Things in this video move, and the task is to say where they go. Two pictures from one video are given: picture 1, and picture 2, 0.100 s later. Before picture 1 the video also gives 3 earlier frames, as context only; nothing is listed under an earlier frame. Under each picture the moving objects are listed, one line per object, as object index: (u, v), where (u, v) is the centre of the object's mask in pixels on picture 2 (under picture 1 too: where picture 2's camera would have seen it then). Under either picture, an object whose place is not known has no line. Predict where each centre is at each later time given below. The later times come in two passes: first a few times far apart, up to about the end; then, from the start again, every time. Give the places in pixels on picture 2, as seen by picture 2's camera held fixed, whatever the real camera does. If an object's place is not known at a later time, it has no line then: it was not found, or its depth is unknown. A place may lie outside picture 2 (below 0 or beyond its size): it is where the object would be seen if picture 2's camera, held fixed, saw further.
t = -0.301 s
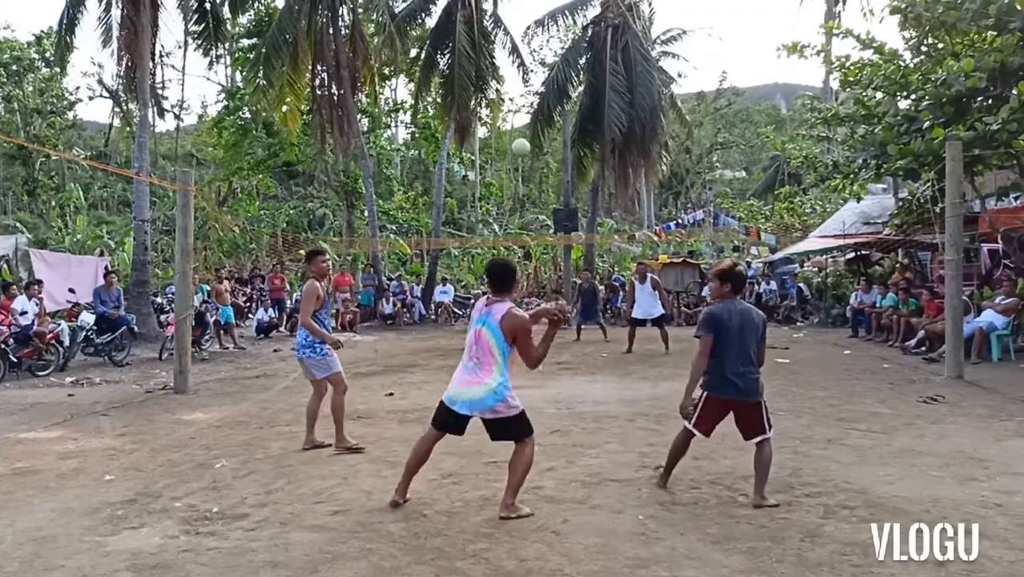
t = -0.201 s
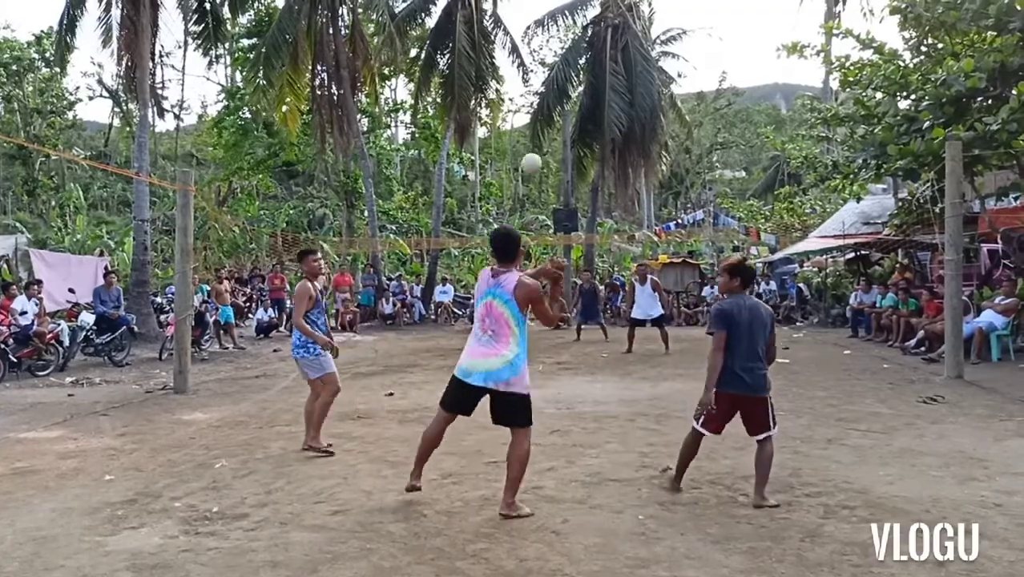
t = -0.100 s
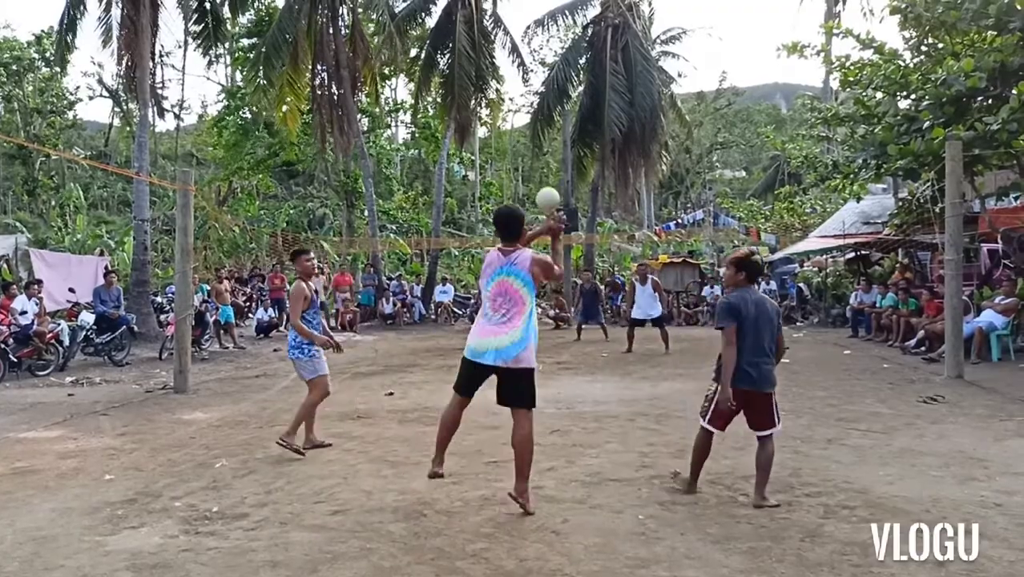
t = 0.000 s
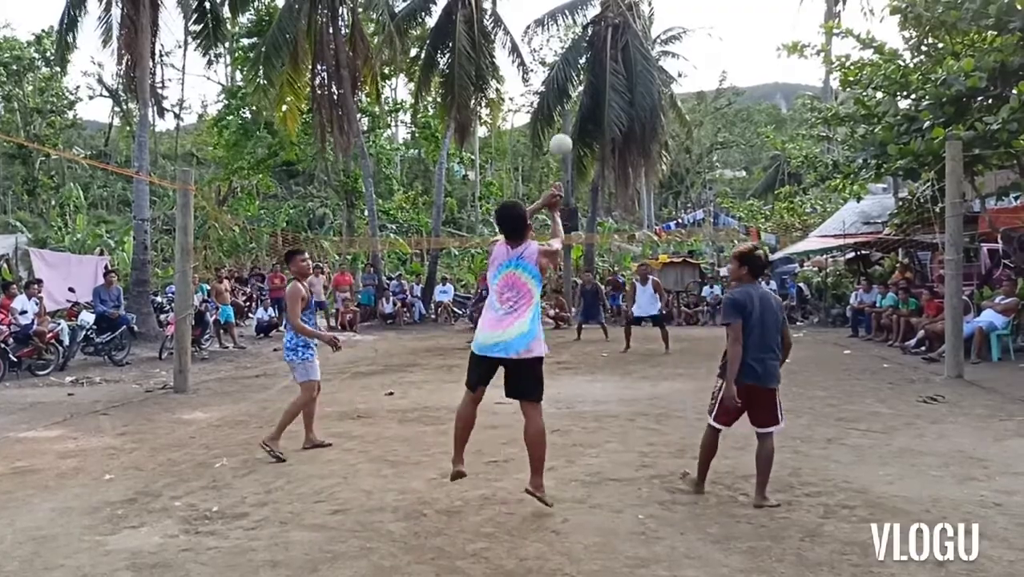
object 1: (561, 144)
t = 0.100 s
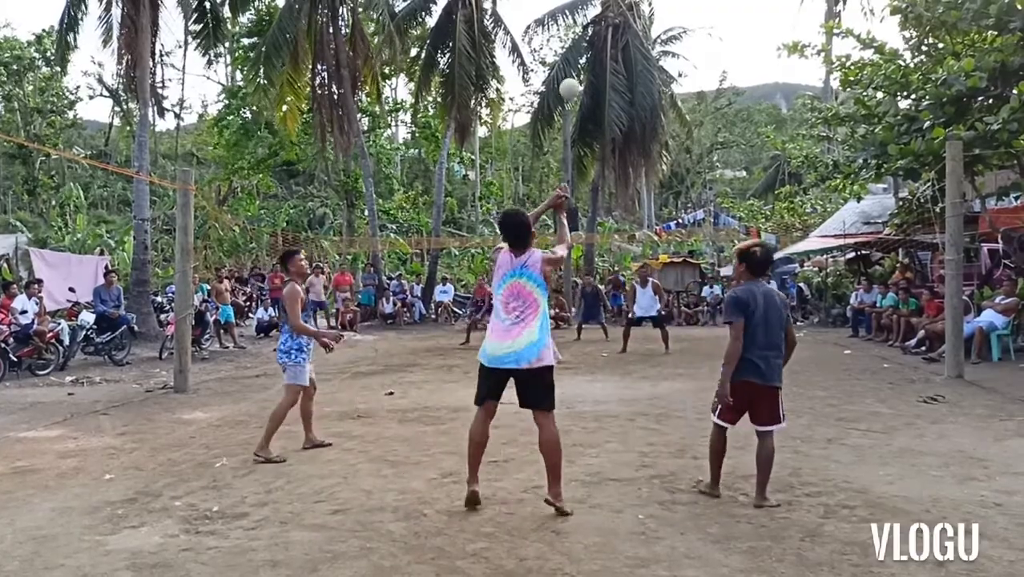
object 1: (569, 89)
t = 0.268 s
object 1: (579, 45)
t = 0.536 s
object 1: (589, 46)
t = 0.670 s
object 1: (592, 67)
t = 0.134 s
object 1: (571, 76)
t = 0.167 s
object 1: (573, 65)
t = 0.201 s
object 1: (575, 56)
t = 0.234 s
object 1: (577, 50)
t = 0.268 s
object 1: (579, 45)
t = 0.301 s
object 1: (580, 41)
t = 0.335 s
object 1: (582, 39)
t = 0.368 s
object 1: (583, 37)
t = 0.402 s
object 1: (584, 37)
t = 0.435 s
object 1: (585, 38)
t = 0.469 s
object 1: (587, 40)
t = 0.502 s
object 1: (588, 43)
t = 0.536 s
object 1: (589, 46)
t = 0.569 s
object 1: (589, 51)
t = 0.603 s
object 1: (590, 56)
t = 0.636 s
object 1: (590, 60)
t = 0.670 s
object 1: (592, 67)
